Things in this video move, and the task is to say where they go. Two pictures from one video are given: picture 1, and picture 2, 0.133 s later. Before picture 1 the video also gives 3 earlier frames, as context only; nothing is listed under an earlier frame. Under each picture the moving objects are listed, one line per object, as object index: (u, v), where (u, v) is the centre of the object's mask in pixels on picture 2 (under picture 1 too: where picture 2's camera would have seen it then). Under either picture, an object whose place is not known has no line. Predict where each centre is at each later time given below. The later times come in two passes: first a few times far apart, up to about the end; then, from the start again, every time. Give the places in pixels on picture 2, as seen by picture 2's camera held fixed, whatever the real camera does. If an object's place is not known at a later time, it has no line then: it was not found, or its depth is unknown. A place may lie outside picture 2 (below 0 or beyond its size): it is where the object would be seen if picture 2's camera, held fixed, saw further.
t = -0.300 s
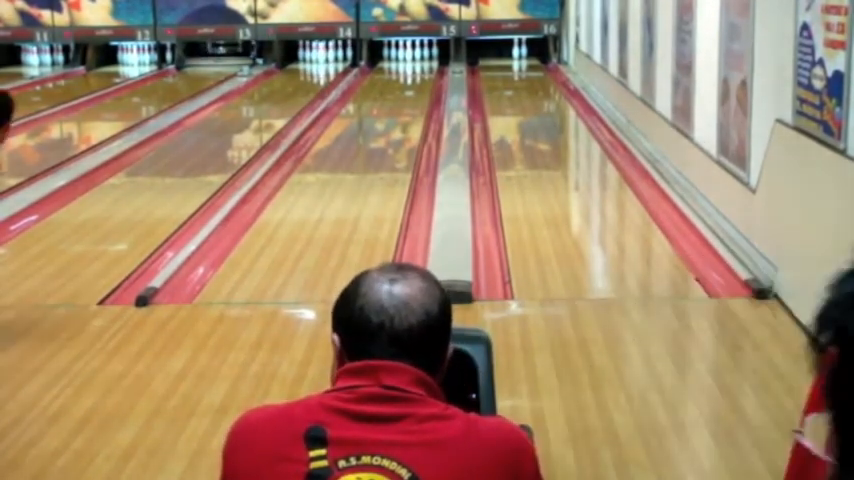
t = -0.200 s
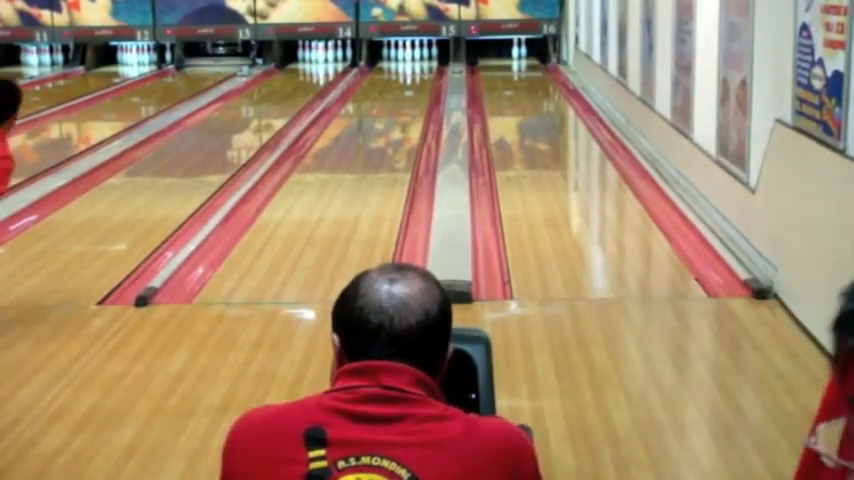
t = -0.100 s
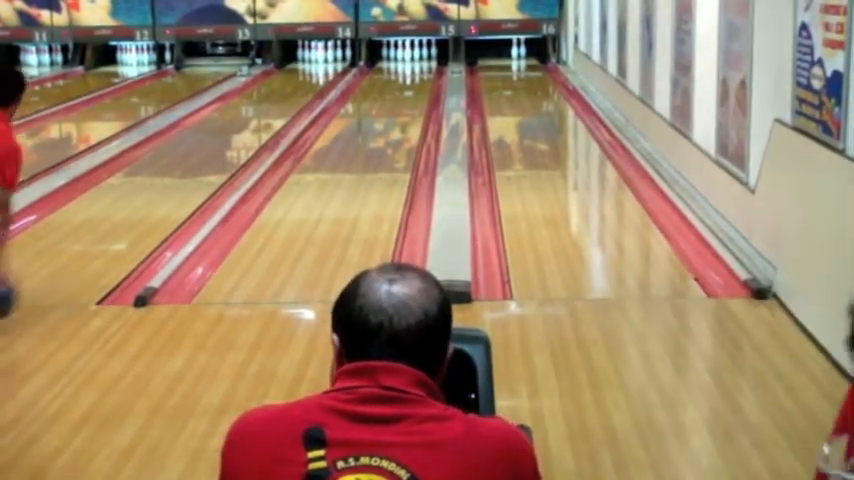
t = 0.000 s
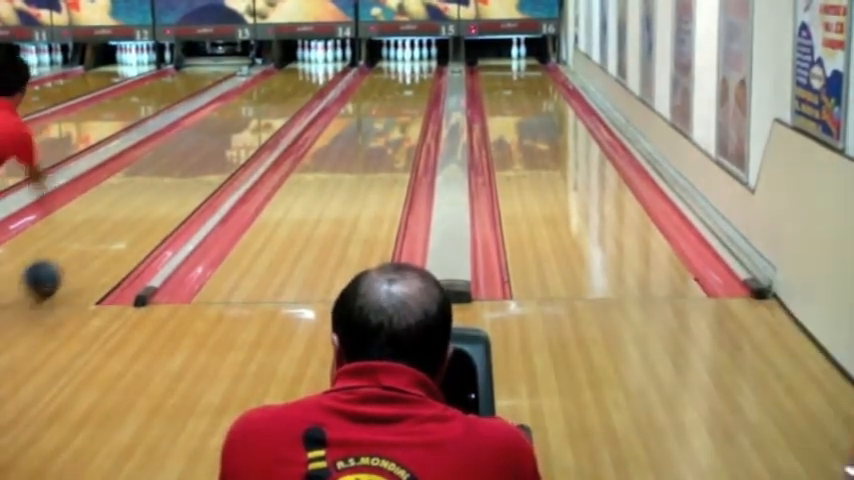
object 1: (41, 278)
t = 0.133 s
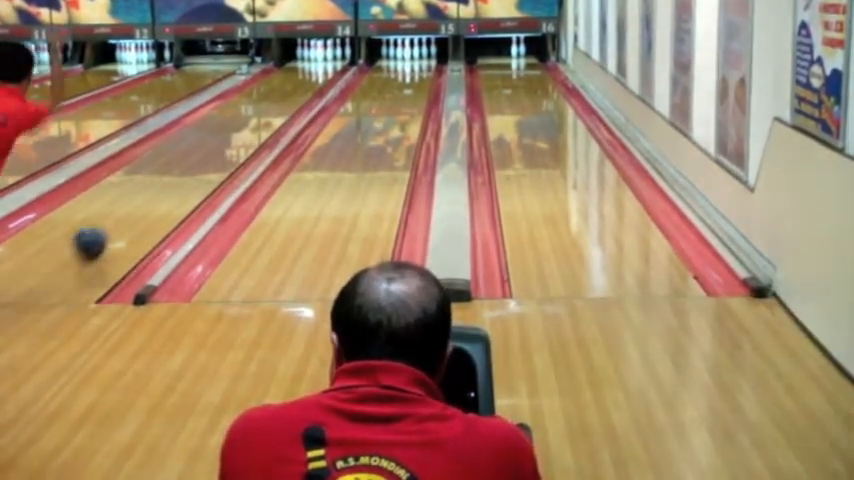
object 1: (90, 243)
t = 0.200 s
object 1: (110, 228)
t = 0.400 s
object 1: (158, 190)
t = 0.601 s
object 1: (194, 163)
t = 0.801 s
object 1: (222, 141)
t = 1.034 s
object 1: (247, 121)
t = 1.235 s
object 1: (265, 107)
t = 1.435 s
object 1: (280, 95)
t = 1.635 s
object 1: (292, 86)
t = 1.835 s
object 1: (301, 78)
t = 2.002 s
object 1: (309, 69)
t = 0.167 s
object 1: (100, 235)
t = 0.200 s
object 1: (110, 228)
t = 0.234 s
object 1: (119, 220)
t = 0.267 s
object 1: (127, 214)
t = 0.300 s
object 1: (135, 207)
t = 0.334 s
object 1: (144, 201)
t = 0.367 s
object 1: (151, 195)
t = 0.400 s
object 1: (158, 190)
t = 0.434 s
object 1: (165, 185)
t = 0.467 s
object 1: (171, 181)
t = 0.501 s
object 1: (177, 176)
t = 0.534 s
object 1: (183, 171)
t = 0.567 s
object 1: (189, 167)
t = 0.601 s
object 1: (194, 163)
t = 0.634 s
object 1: (199, 159)
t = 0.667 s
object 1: (205, 155)
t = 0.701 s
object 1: (209, 152)
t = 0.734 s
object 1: (214, 148)
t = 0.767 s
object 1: (218, 144)
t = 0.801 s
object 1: (222, 141)
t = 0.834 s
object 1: (226, 138)
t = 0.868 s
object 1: (230, 135)
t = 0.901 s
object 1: (234, 131)
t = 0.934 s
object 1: (237, 129)
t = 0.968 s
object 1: (241, 126)
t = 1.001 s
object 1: (244, 123)
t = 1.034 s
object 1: (247, 121)
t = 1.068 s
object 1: (250, 118)
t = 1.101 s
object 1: (254, 115)
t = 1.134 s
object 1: (257, 113)
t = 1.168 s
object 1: (260, 112)
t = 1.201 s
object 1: (262, 109)
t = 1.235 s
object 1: (265, 107)
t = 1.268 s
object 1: (268, 104)
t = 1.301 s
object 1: (270, 103)
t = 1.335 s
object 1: (272, 101)
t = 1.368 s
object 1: (275, 99)
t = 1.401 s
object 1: (277, 98)
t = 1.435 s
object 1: (280, 95)
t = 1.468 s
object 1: (282, 93)
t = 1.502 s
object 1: (283, 92)
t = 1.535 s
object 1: (285, 91)
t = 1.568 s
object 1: (287, 89)
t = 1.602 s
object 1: (290, 87)
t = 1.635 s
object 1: (292, 86)
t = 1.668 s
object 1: (293, 85)
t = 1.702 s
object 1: (294, 83)
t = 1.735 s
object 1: (296, 81)
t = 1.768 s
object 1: (298, 79)
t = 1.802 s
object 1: (300, 78)
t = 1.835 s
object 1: (301, 78)
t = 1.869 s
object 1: (304, 76)
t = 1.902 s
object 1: (306, 73)
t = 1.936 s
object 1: (307, 72)
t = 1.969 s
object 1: (308, 70)
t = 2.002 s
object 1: (309, 69)
